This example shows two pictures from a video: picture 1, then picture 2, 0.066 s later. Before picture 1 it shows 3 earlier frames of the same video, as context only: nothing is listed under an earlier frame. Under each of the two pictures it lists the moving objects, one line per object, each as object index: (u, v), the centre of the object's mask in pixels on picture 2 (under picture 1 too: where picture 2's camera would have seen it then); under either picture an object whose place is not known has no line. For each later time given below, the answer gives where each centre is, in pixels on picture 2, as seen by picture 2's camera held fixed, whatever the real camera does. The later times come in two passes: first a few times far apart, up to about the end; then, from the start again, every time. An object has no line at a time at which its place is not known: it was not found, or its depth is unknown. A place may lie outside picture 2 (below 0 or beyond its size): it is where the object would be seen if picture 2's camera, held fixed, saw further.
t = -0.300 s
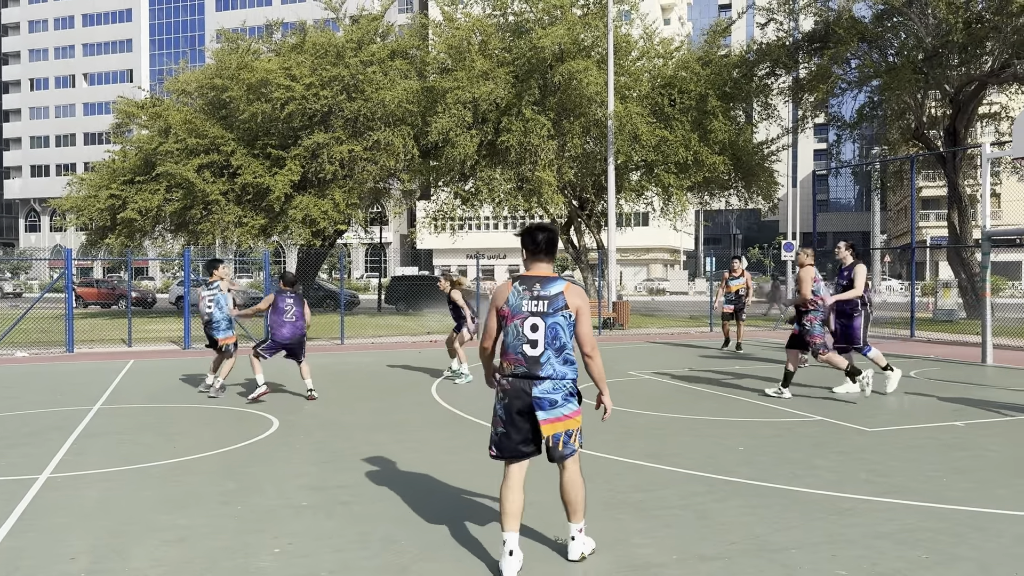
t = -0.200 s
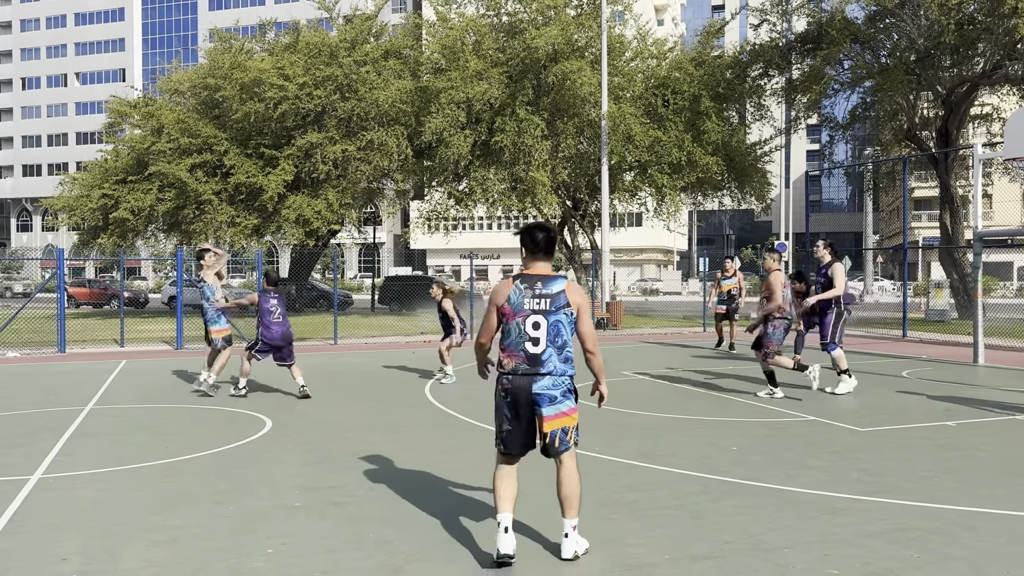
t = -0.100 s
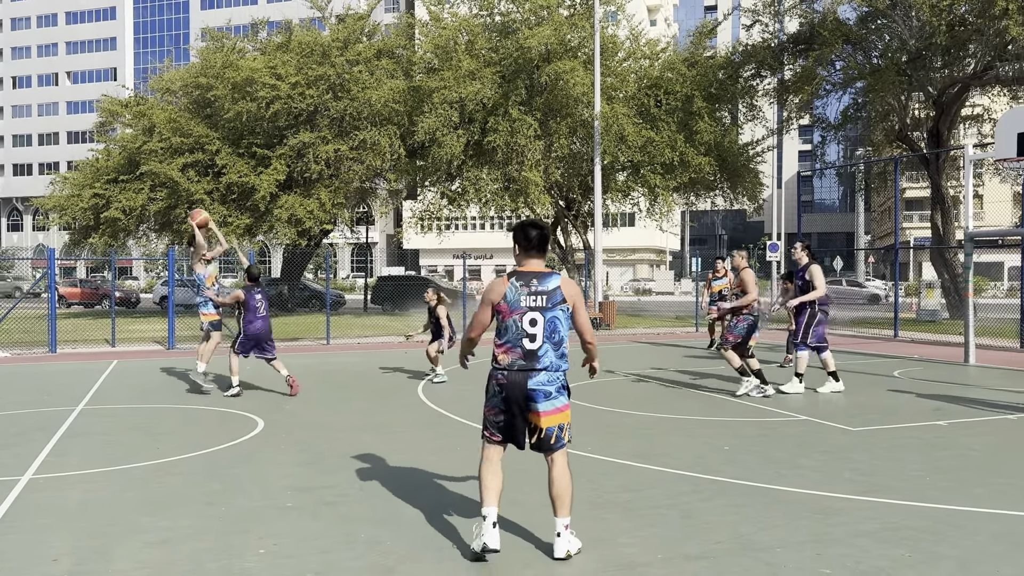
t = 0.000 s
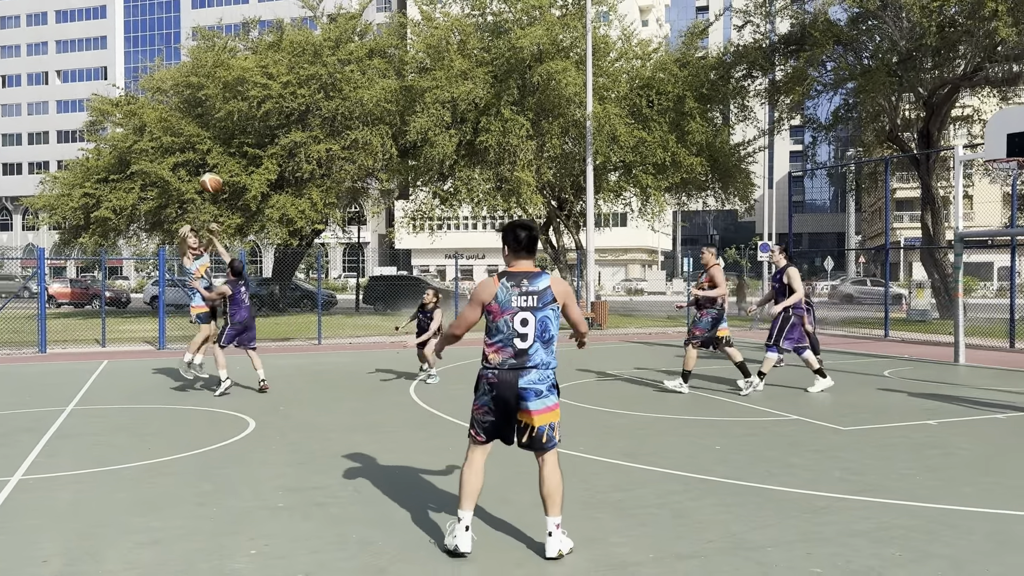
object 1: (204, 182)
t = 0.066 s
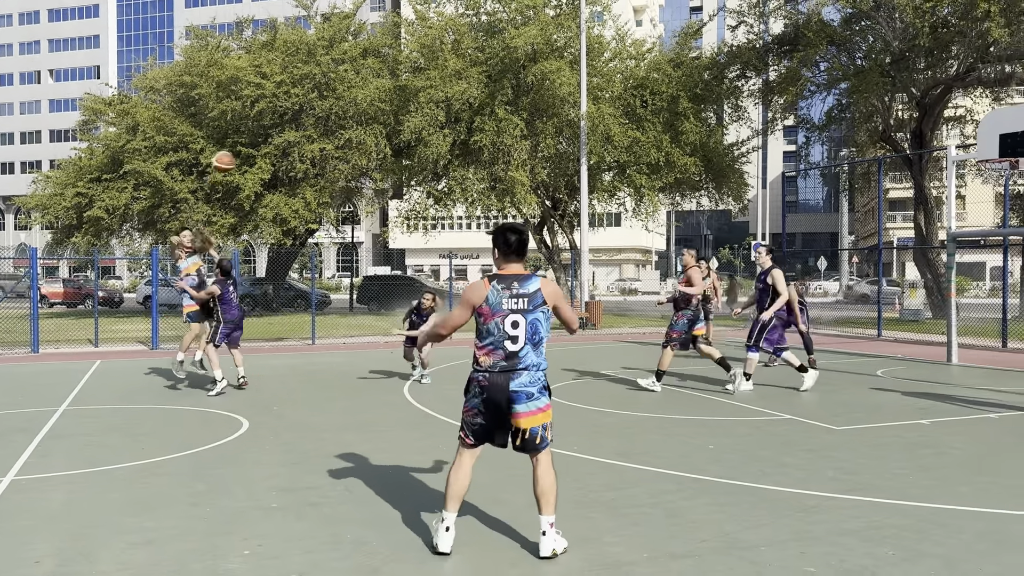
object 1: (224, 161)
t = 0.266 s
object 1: (289, 115)
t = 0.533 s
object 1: (411, 108)
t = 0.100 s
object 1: (233, 152)
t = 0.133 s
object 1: (243, 143)
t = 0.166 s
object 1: (254, 135)
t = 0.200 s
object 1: (265, 127)
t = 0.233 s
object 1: (276, 121)
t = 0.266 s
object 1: (289, 115)
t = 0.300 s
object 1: (302, 110)
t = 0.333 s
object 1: (315, 106)
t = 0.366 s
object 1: (329, 104)
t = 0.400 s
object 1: (344, 102)
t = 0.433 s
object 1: (360, 102)
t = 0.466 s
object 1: (376, 102)
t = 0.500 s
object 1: (393, 104)
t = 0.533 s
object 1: (411, 108)
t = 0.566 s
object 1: (430, 113)
